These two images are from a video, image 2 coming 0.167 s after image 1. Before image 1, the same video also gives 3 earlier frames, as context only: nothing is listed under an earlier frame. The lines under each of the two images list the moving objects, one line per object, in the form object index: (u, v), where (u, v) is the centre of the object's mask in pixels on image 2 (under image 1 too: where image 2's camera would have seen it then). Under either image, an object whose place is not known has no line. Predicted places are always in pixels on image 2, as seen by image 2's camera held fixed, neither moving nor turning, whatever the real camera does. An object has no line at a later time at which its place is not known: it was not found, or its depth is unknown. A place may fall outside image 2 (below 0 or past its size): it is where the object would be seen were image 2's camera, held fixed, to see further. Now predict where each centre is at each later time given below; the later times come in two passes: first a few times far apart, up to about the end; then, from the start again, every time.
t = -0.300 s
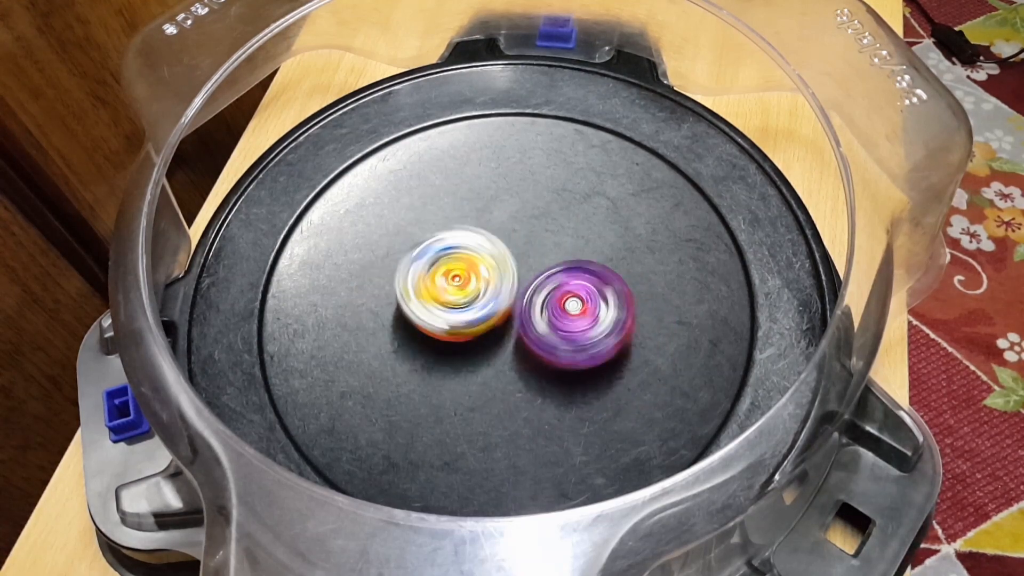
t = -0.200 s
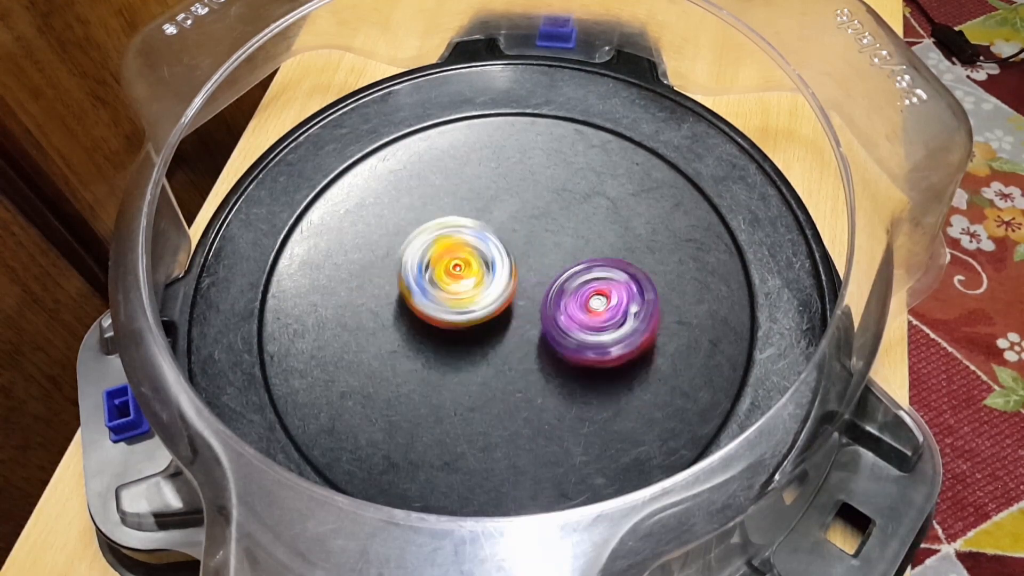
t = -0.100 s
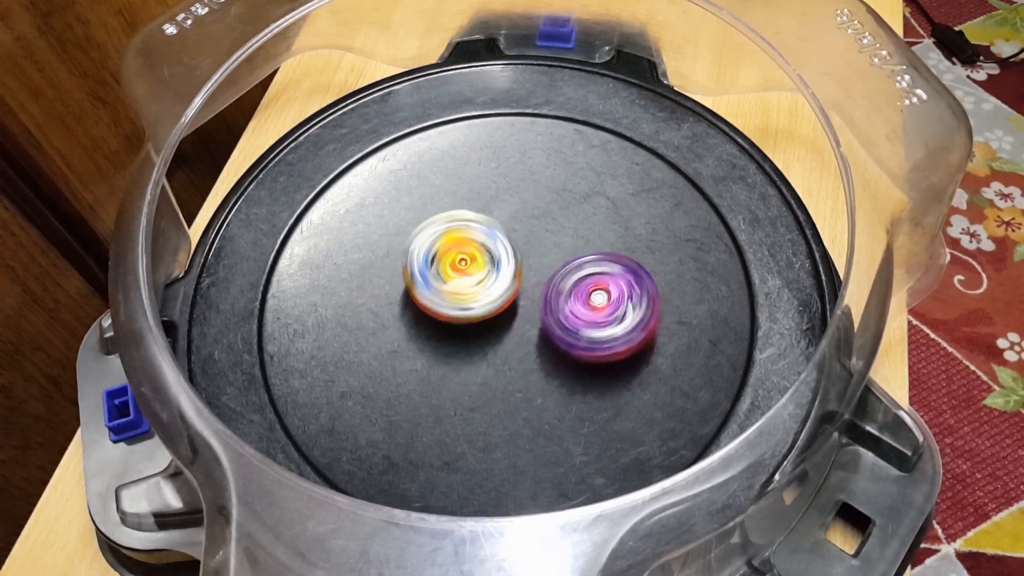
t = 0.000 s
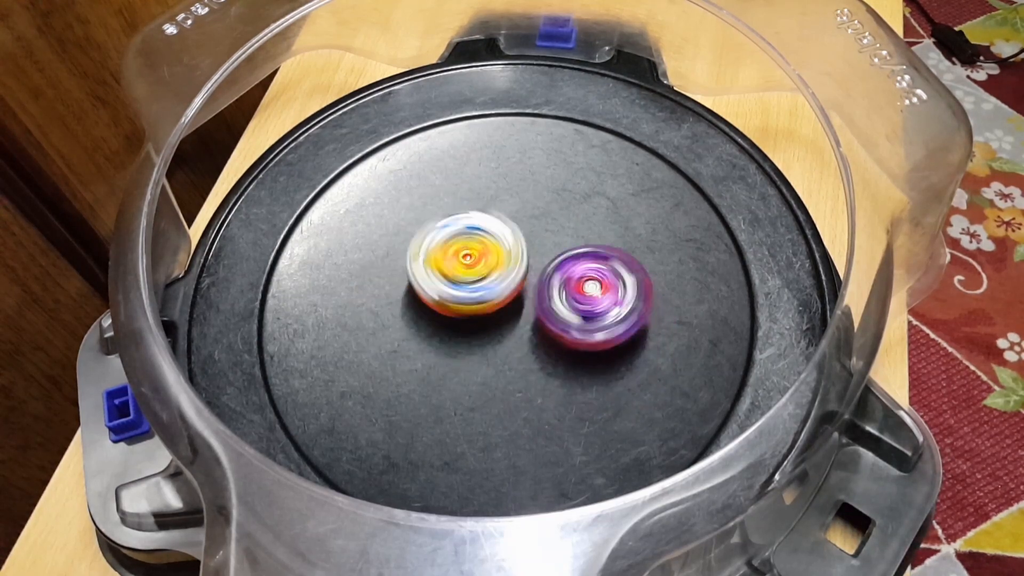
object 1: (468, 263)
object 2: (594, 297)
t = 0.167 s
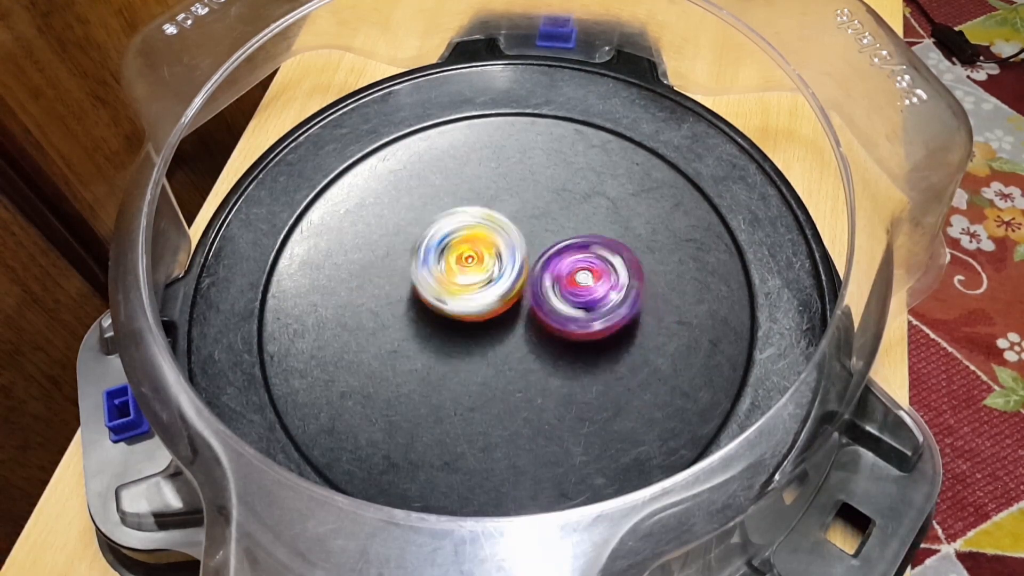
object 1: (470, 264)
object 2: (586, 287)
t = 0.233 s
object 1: (454, 261)
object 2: (604, 291)
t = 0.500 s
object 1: (457, 285)
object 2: (586, 309)
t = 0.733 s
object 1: (431, 295)
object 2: (568, 300)
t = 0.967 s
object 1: (439, 307)
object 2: (583, 289)
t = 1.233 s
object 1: (437, 310)
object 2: (619, 268)
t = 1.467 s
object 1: (468, 292)
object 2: (595, 265)
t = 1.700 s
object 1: (451, 278)
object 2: (589, 283)
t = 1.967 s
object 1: (450, 280)
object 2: (587, 315)
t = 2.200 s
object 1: (484, 270)
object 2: (591, 328)
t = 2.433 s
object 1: (488, 245)
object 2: (567, 341)
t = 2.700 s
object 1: (489, 231)
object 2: (508, 344)
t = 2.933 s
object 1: (498, 239)
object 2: (486, 347)
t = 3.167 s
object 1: (507, 237)
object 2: (492, 346)
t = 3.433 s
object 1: (540, 244)
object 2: (484, 361)
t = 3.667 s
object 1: (556, 255)
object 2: (476, 362)
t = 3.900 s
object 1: (574, 254)
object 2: (452, 353)
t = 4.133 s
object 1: (558, 267)
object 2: (475, 335)
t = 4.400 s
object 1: (569, 257)
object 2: (460, 334)
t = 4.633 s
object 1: (556, 250)
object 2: (466, 330)
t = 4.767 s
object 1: (553, 253)
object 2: (466, 330)
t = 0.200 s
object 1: (461, 261)
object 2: (596, 288)
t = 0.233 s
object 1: (454, 261)
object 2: (604, 291)
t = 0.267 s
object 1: (450, 262)
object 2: (610, 294)
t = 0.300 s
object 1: (444, 267)
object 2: (612, 298)
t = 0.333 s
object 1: (445, 270)
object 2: (611, 302)
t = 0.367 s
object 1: (445, 273)
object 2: (607, 305)
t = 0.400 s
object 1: (447, 278)
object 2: (600, 308)
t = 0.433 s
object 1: (453, 281)
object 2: (593, 308)
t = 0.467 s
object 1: (460, 285)
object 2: (583, 309)
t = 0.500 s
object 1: (457, 285)
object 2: (586, 309)
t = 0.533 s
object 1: (453, 286)
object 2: (584, 308)
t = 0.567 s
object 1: (452, 287)
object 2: (577, 306)
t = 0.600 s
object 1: (448, 288)
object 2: (575, 306)
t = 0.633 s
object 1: (440, 288)
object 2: (574, 304)
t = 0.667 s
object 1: (434, 290)
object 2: (574, 303)
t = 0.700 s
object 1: (432, 293)
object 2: (573, 301)
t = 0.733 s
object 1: (431, 295)
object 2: (568, 300)
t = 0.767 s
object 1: (431, 298)
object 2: (565, 299)
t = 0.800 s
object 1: (433, 300)
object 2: (565, 296)
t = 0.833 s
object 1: (430, 302)
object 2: (571, 293)
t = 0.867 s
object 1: (429, 303)
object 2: (576, 292)
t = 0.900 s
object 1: (429, 304)
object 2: (580, 289)
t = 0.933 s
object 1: (430, 307)
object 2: (583, 288)
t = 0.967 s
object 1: (439, 307)
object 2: (583, 289)
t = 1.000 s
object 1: (444, 305)
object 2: (581, 288)
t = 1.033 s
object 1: (452, 304)
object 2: (578, 288)
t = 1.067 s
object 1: (447, 305)
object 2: (587, 285)
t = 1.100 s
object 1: (441, 306)
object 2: (603, 279)
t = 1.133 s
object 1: (437, 306)
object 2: (615, 272)
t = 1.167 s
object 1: (434, 307)
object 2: (617, 269)
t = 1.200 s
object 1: (434, 309)
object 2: (618, 269)
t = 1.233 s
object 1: (437, 310)
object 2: (619, 268)
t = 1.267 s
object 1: (441, 309)
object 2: (614, 266)
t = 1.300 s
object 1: (446, 308)
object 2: (608, 265)
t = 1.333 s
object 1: (453, 307)
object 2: (603, 265)
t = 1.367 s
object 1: (461, 305)
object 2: (595, 266)
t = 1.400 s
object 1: (470, 300)
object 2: (588, 268)
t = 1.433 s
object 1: (471, 297)
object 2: (589, 267)
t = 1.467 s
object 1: (468, 292)
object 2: (595, 265)
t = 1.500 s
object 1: (467, 289)
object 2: (594, 266)
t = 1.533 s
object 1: (465, 285)
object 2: (592, 269)
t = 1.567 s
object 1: (464, 285)
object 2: (592, 271)
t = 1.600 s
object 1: (463, 283)
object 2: (589, 271)
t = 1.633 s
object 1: (460, 279)
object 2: (588, 276)
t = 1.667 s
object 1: (455, 279)
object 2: (590, 279)
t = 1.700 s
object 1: (451, 278)
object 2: (589, 283)
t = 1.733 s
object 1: (448, 278)
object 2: (588, 287)
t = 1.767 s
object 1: (447, 279)
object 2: (587, 291)
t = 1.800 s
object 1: (448, 281)
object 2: (580, 296)
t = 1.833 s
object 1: (449, 280)
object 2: (575, 300)
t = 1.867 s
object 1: (450, 282)
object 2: (573, 303)
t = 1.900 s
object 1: (446, 281)
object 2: (581, 309)
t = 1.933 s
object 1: (449, 280)
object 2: (585, 311)
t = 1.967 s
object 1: (450, 280)
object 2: (587, 315)
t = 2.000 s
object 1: (454, 279)
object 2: (589, 318)
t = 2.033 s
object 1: (459, 277)
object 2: (591, 320)
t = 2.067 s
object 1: (461, 278)
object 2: (595, 321)
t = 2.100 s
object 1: (467, 278)
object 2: (596, 324)
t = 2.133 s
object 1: (474, 278)
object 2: (591, 326)
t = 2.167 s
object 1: (481, 276)
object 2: (589, 325)
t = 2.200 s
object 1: (484, 270)
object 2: (591, 328)
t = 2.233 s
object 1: (483, 269)
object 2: (590, 332)
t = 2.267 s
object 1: (485, 266)
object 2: (589, 335)
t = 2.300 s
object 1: (486, 263)
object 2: (583, 334)
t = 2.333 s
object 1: (489, 258)
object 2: (576, 335)
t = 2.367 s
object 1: (489, 255)
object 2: (573, 337)
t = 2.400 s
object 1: (486, 249)
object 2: (571, 340)
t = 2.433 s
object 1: (488, 245)
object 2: (567, 341)
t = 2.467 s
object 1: (486, 241)
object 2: (556, 344)
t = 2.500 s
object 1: (486, 235)
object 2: (549, 344)
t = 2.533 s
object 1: (484, 234)
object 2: (541, 344)
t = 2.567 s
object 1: (485, 233)
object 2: (534, 342)
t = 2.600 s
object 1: (486, 232)
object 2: (527, 340)
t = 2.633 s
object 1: (486, 233)
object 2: (517, 337)
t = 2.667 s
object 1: (486, 233)
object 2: (512, 340)
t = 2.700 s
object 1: (489, 231)
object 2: (508, 344)
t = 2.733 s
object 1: (490, 229)
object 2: (507, 346)
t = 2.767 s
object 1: (489, 228)
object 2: (505, 346)
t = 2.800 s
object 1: (491, 228)
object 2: (499, 346)
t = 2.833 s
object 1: (494, 230)
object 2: (493, 348)
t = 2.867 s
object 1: (494, 229)
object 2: (490, 350)
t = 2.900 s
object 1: (495, 233)
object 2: (490, 350)
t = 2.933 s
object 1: (498, 239)
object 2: (486, 347)
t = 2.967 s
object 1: (499, 235)
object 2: (482, 356)
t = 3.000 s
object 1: (501, 232)
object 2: (484, 362)
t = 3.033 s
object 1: (501, 231)
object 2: (487, 364)
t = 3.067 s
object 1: (504, 230)
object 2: (490, 360)
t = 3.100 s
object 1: (504, 230)
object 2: (490, 356)
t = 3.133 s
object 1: (507, 232)
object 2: (490, 349)
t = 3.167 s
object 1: (507, 237)
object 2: (492, 346)
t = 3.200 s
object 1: (512, 235)
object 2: (492, 347)
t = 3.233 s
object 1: (514, 236)
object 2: (493, 350)
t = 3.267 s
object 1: (519, 239)
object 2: (493, 350)
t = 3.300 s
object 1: (525, 242)
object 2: (492, 348)
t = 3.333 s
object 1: (529, 241)
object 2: (490, 350)
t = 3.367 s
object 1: (536, 241)
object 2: (486, 358)
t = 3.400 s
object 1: (542, 241)
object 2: (485, 361)
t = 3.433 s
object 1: (540, 244)
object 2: (484, 361)
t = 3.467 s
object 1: (539, 245)
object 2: (481, 359)
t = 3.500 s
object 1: (544, 247)
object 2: (479, 359)
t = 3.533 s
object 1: (544, 251)
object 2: (479, 360)
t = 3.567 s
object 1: (545, 256)
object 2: (480, 356)
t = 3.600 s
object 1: (546, 258)
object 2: (480, 352)
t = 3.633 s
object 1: (553, 253)
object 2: (474, 359)
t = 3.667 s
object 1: (556, 255)
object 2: (476, 362)
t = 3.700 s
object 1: (557, 252)
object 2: (479, 361)
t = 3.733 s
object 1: (558, 253)
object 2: (482, 358)
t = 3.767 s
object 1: (560, 254)
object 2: (482, 354)
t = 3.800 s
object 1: (560, 257)
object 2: (481, 346)
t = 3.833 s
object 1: (567, 254)
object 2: (466, 347)
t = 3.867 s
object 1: (574, 251)
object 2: (457, 352)
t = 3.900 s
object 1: (574, 254)
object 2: (452, 353)
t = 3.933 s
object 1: (573, 254)
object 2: (451, 353)
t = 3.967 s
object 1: (571, 251)
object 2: (454, 354)
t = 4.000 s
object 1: (570, 253)
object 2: (459, 354)
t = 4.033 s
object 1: (572, 254)
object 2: (464, 351)
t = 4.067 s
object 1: (568, 262)
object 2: (468, 347)
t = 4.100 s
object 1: (564, 265)
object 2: (471, 341)
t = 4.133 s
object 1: (558, 267)
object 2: (475, 335)
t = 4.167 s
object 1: (562, 268)
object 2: (475, 333)
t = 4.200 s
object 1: (564, 268)
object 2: (472, 334)
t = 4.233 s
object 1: (566, 270)
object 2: (471, 334)
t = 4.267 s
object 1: (566, 268)
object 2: (467, 336)
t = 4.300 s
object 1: (570, 265)
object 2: (460, 338)
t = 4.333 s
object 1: (569, 262)
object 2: (458, 338)
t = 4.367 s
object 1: (570, 258)
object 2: (458, 337)
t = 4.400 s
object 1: (569, 257)
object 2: (460, 334)
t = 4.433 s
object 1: (572, 257)
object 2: (462, 333)
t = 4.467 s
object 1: (565, 260)
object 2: (464, 331)
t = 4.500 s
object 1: (561, 257)
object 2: (464, 331)
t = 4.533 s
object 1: (556, 254)
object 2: (464, 330)
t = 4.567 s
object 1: (557, 251)
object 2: (464, 330)
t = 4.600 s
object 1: (555, 252)
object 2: (464, 331)
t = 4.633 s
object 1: (556, 250)
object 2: (466, 330)
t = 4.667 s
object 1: (556, 250)
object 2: (465, 331)
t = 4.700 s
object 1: (557, 250)
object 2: (466, 330)
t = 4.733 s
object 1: (556, 253)
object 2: (466, 330)
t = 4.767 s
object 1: (553, 253)
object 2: (466, 330)
